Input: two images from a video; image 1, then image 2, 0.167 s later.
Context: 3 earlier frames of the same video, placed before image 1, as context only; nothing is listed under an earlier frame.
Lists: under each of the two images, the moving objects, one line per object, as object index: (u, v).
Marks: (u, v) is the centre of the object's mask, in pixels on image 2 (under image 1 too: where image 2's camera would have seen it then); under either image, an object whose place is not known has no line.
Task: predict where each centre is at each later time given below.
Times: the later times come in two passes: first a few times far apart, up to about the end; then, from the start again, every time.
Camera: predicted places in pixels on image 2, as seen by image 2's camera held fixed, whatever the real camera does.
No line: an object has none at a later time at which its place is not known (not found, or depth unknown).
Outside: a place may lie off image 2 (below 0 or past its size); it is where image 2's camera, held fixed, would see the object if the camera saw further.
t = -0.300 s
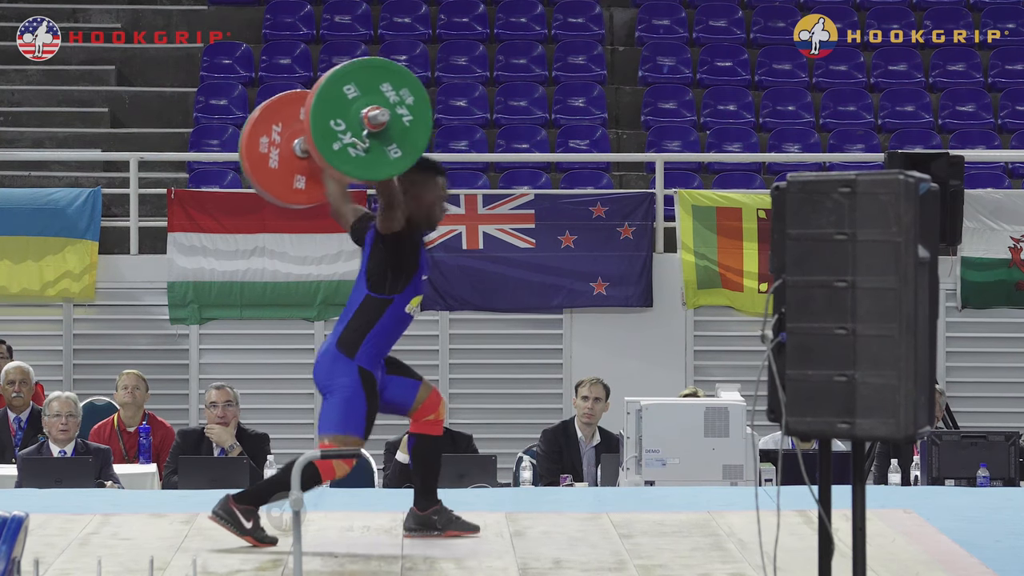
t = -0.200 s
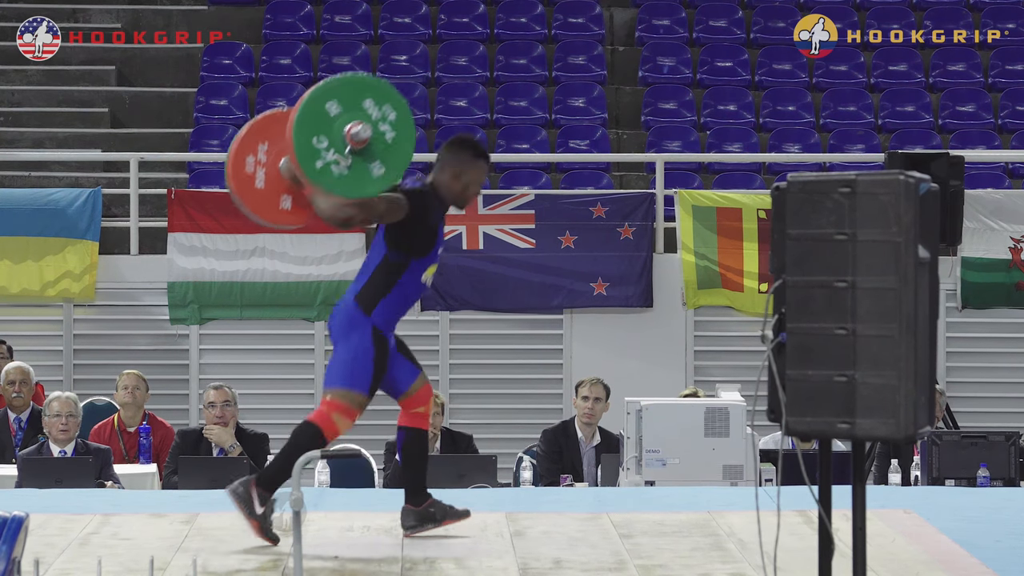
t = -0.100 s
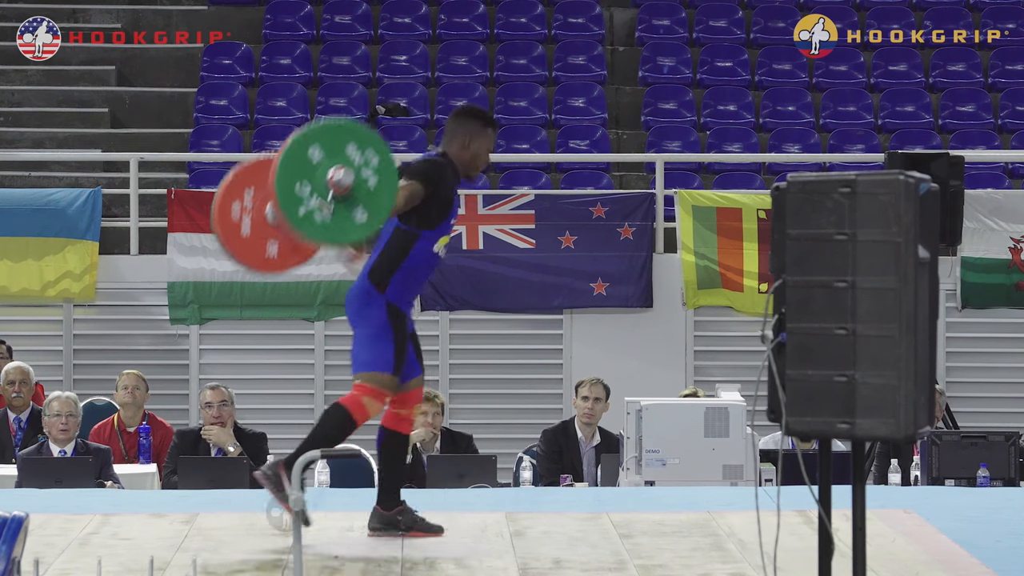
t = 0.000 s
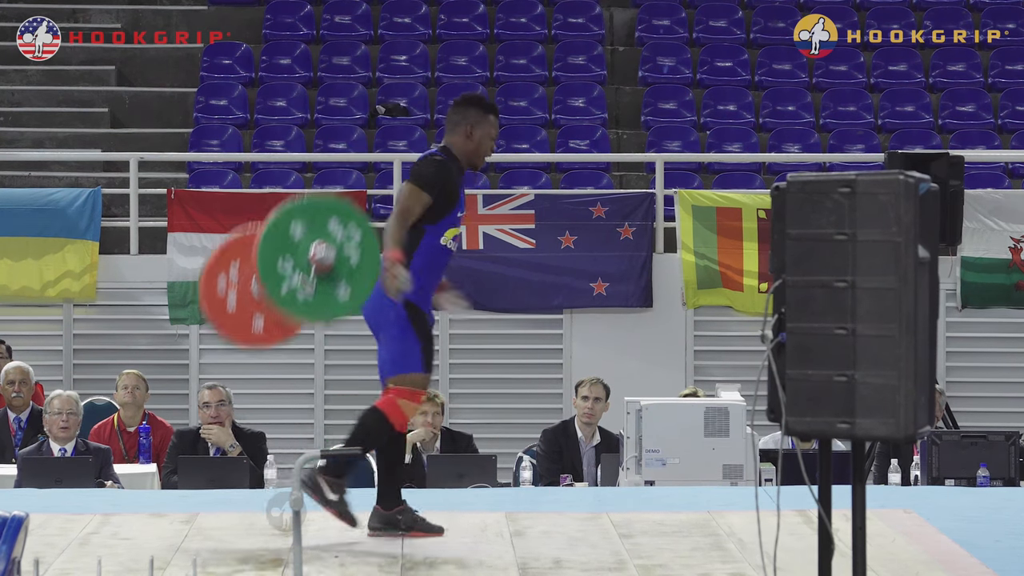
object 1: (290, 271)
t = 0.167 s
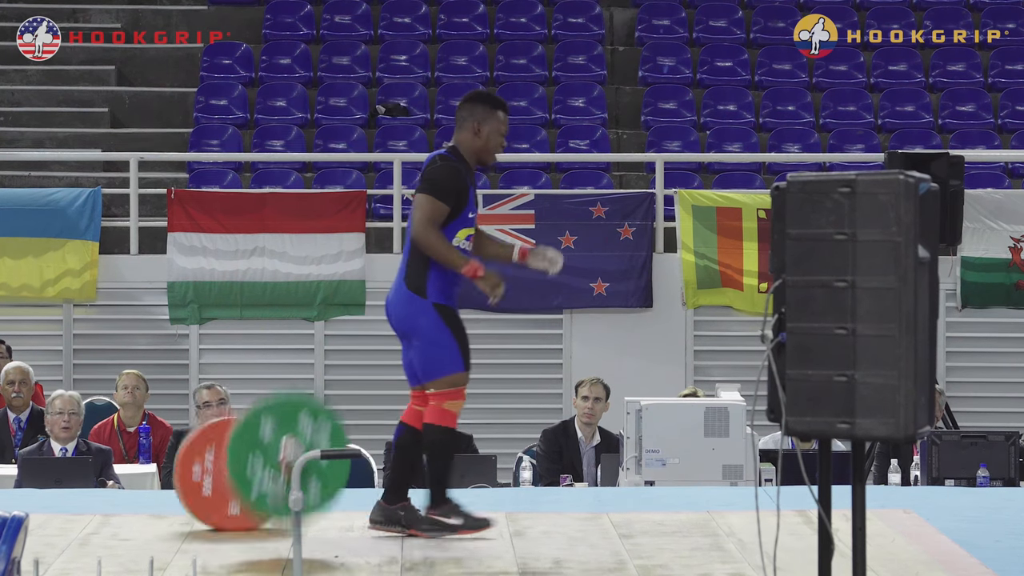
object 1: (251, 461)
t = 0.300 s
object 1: (242, 428)
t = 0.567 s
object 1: (215, 427)
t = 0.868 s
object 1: (177, 480)
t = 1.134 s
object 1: (140, 488)
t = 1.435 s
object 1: (100, 489)
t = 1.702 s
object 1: (67, 489)
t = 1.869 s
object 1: (53, 487)
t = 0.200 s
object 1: (254, 478)
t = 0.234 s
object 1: (240, 455)
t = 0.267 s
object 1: (242, 441)
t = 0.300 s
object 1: (242, 428)
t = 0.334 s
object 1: (241, 421)
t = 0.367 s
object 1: (239, 415)
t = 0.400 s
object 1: (235, 407)
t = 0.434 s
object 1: (232, 405)
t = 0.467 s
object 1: (227, 407)
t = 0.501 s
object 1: (223, 410)
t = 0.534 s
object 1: (219, 416)
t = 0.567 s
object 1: (215, 427)
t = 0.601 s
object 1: (210, 438)
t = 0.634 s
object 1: (206, 444)
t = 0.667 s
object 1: (202, 451)
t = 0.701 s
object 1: (198, 463)
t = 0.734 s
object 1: (194, 477)
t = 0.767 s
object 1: (189, 486)
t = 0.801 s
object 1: (185, 483)
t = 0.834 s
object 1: (181, 480)
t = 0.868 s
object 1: (177, 480)
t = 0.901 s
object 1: (172, 483)
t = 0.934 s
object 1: (167, 486)
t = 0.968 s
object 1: (162, 487)
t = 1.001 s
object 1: (158, 487)
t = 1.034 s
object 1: (154, 488)
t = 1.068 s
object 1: (149, 487)
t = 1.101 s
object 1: (145, 488)
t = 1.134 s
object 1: (140, 488)
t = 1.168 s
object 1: (136, 488)
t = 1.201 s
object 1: (131, 488)
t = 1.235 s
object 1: (127, 488)
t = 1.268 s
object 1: (123, 489)
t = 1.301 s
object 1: (118, 488)
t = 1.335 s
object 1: (114, 489)
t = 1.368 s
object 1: (109, 489)
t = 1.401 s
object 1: (105, 489)
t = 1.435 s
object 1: (100, 489)
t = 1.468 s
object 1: (96, 489)
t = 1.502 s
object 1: (91, 489)
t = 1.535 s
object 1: (87, 489)
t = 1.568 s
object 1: (83, 490)
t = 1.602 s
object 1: (78, 489)
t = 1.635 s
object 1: (74, 489)
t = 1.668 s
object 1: (70, 489)
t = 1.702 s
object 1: (67, 489)
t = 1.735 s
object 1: (64, 489)
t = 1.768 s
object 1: (61, 488)
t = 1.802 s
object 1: (58, 488)
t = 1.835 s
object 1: (56, 487)
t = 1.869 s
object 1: (53, 487)
